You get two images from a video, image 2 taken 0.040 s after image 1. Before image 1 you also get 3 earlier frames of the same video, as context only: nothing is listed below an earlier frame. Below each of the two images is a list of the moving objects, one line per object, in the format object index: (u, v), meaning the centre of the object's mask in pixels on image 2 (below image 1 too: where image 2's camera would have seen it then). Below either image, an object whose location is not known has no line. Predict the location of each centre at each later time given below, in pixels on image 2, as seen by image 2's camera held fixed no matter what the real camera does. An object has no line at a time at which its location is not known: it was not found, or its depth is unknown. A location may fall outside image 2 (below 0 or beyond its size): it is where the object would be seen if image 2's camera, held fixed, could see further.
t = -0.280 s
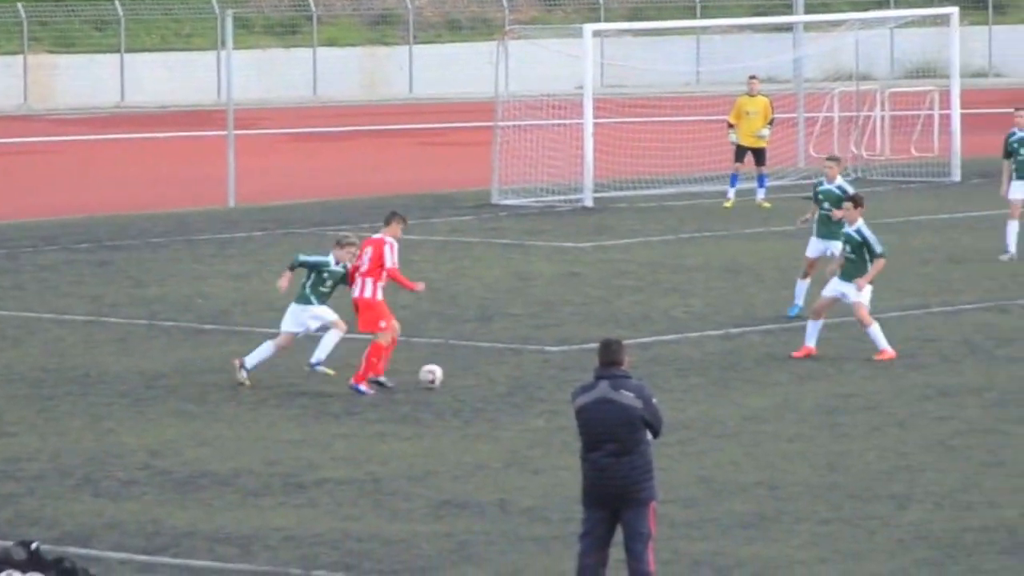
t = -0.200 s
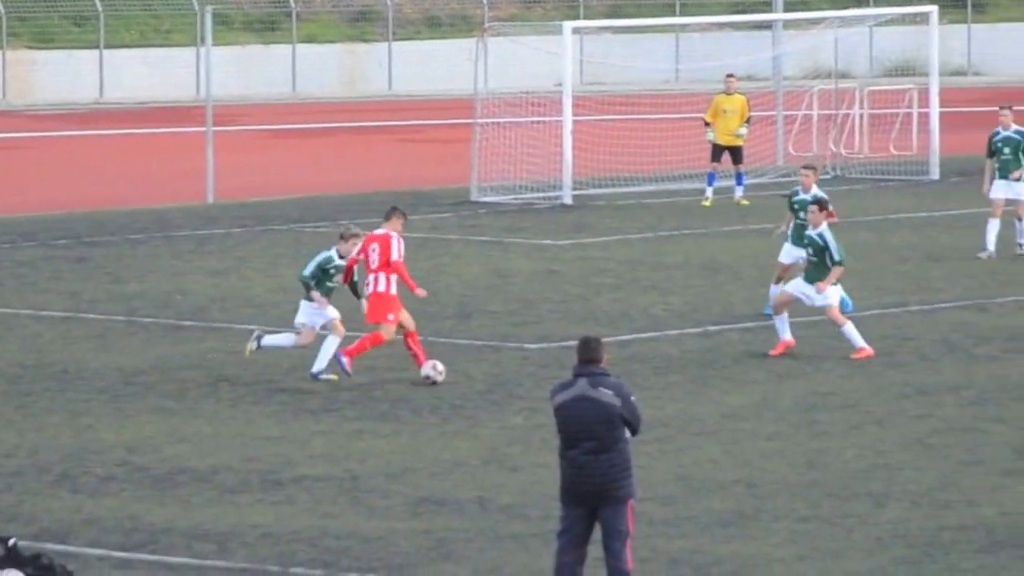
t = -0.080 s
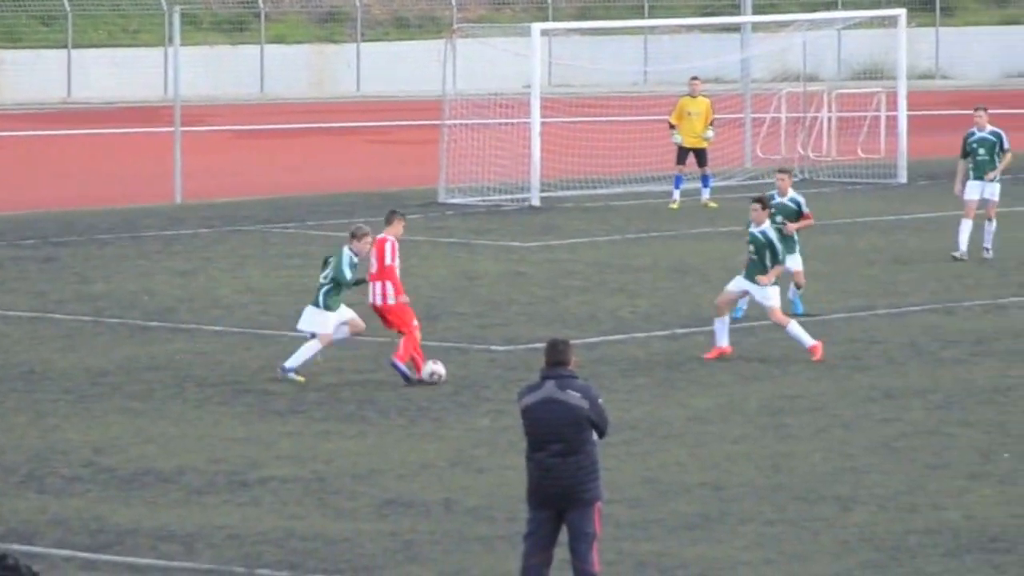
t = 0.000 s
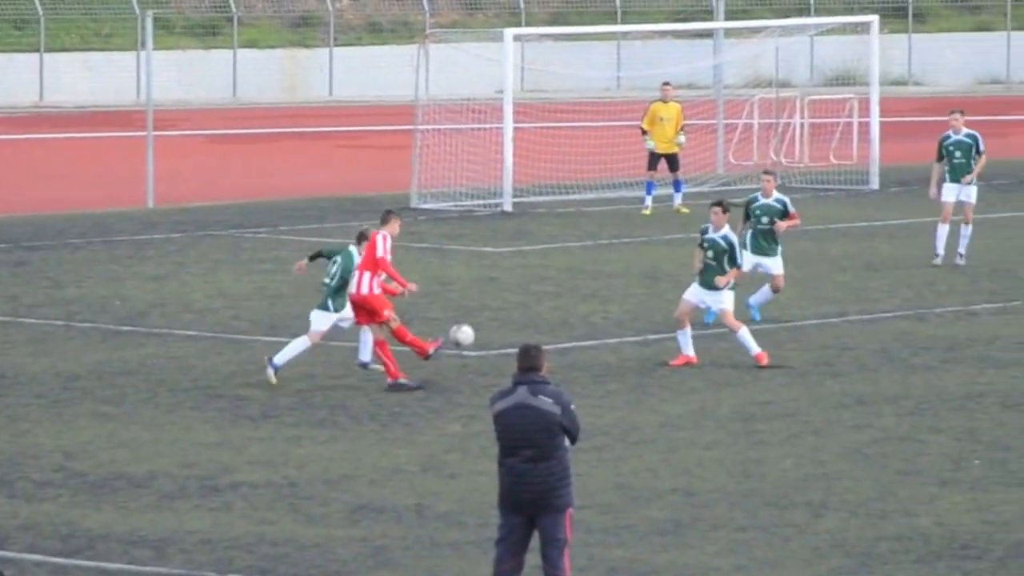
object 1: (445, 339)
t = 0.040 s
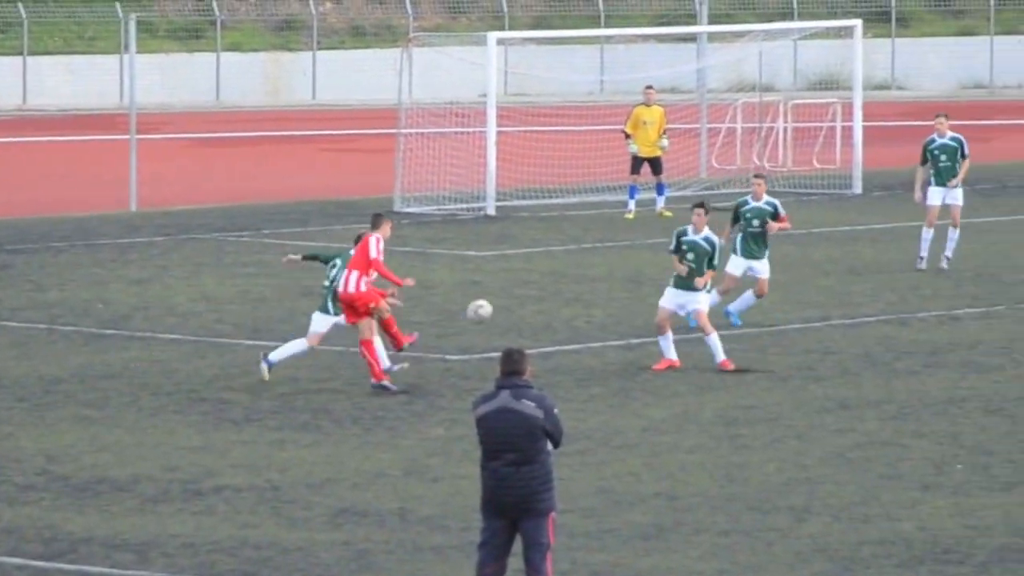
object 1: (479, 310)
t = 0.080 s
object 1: (512, 284)
